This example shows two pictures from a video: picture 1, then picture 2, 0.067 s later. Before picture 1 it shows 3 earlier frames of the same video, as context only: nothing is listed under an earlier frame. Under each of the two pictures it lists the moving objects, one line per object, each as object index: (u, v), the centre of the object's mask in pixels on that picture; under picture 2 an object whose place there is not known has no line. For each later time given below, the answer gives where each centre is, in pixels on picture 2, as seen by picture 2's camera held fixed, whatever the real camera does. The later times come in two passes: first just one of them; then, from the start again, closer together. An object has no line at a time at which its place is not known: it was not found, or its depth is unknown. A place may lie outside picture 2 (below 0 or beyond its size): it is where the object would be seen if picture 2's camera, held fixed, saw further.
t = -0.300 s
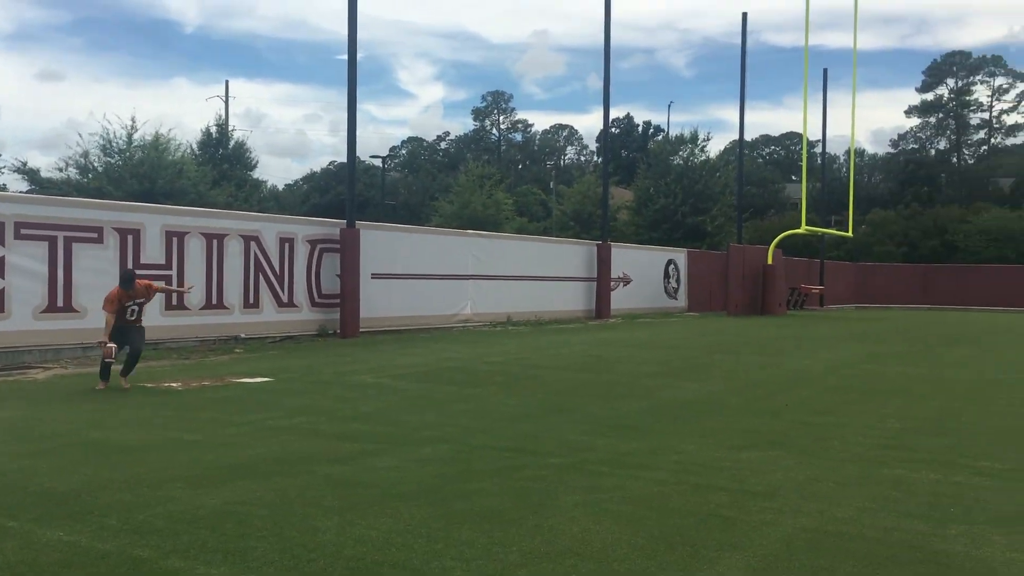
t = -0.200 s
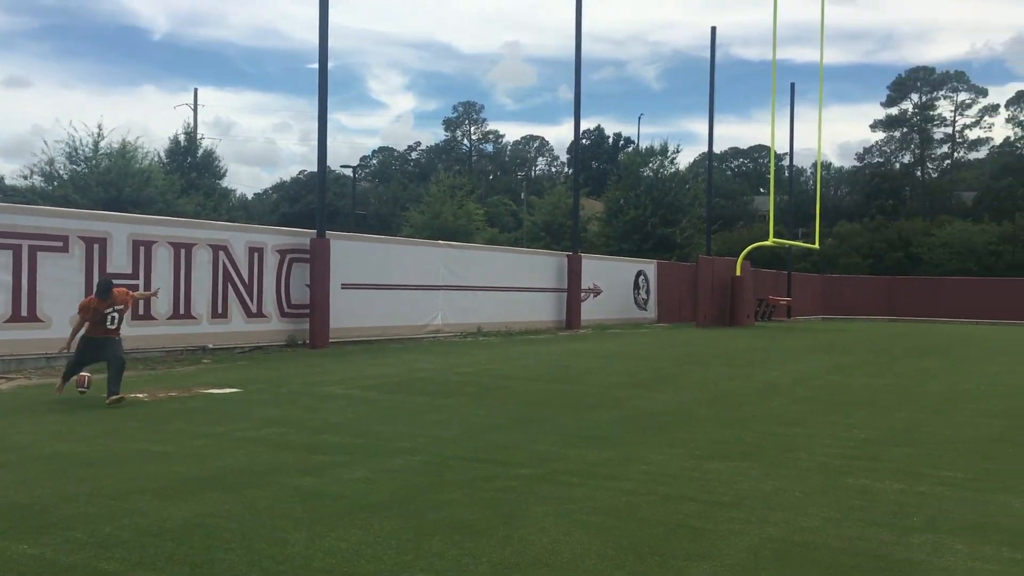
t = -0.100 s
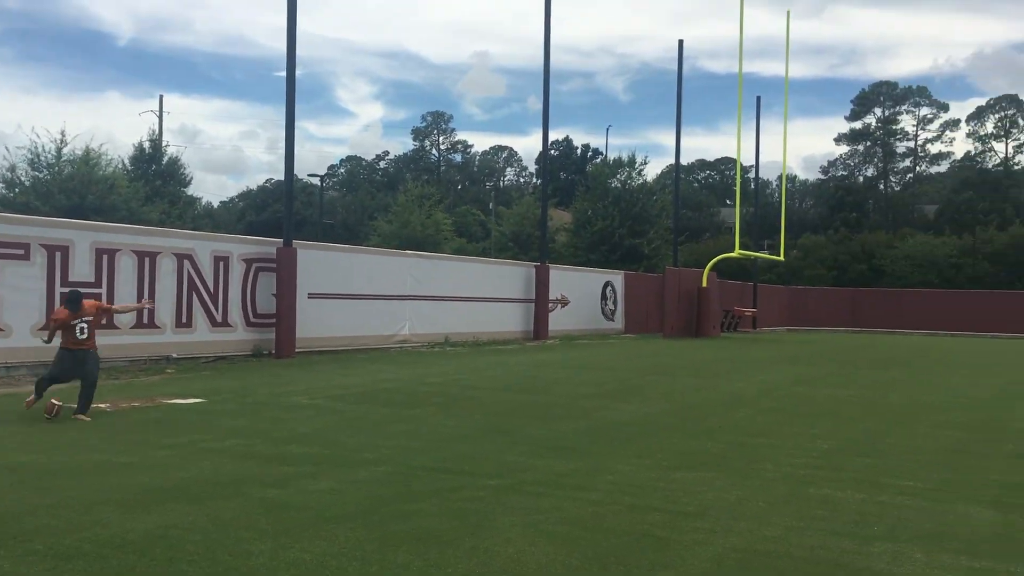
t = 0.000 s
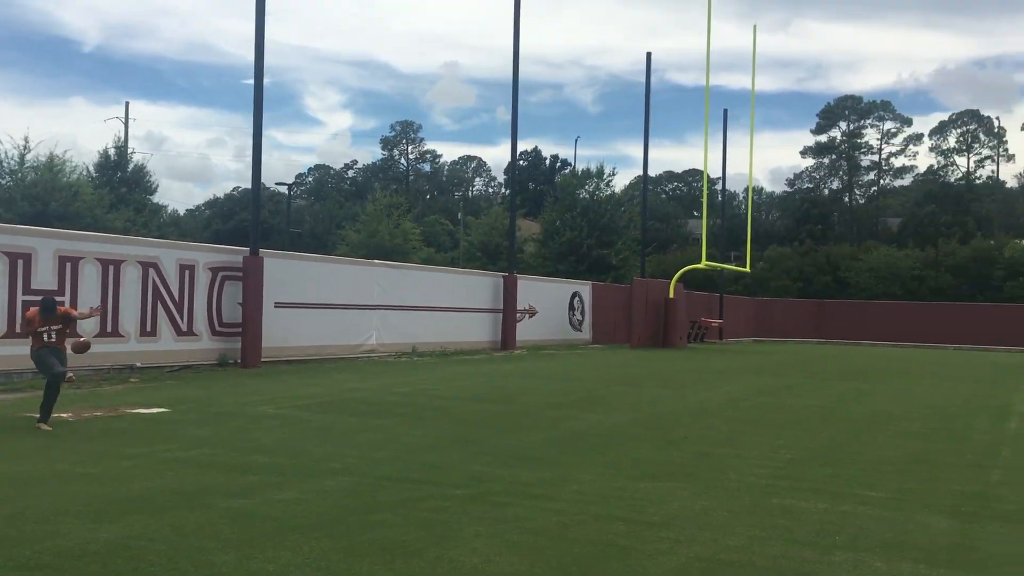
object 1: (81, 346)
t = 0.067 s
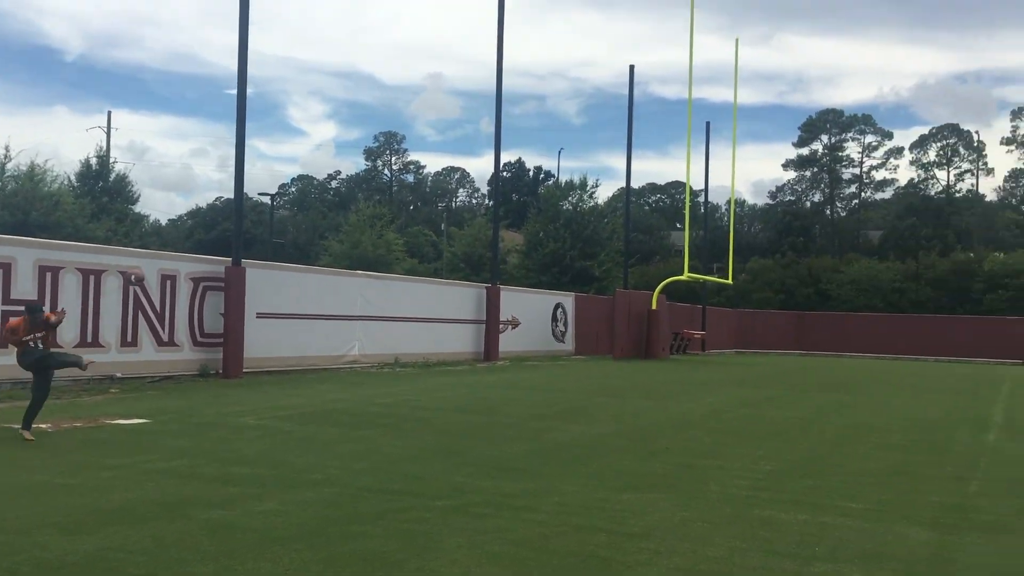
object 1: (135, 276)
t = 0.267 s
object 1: (402, 15)
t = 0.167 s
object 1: (260, 152)
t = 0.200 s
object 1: (305, 107)
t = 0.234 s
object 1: (353, 62)
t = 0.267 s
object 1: (402, 15)
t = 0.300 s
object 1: (454, -34)
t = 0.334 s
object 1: (508, -86)
